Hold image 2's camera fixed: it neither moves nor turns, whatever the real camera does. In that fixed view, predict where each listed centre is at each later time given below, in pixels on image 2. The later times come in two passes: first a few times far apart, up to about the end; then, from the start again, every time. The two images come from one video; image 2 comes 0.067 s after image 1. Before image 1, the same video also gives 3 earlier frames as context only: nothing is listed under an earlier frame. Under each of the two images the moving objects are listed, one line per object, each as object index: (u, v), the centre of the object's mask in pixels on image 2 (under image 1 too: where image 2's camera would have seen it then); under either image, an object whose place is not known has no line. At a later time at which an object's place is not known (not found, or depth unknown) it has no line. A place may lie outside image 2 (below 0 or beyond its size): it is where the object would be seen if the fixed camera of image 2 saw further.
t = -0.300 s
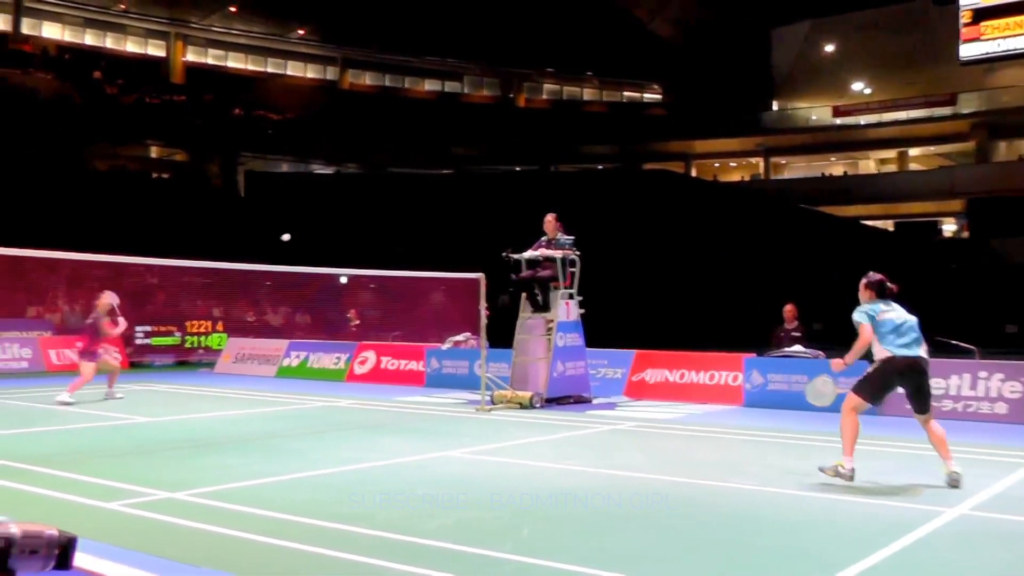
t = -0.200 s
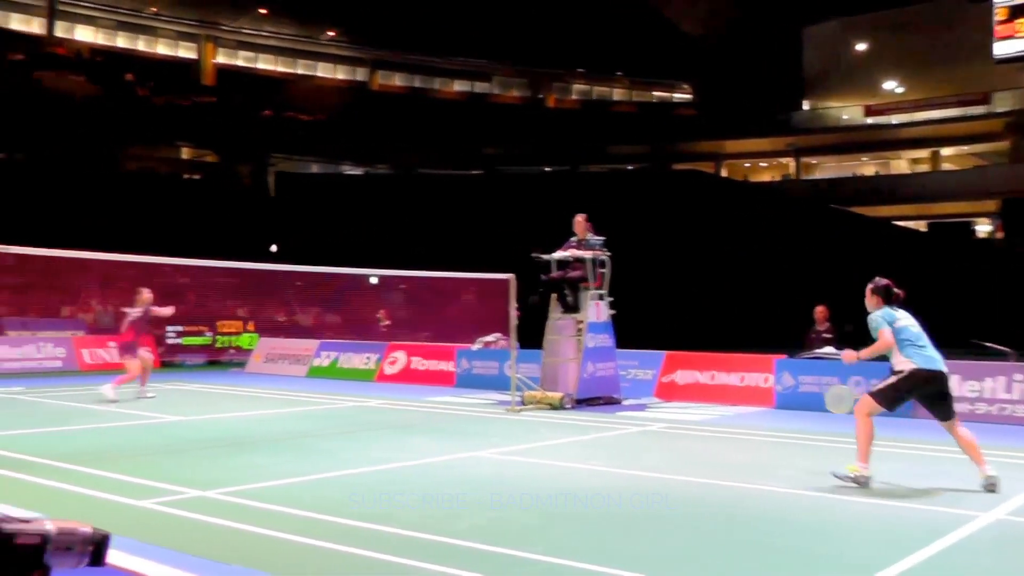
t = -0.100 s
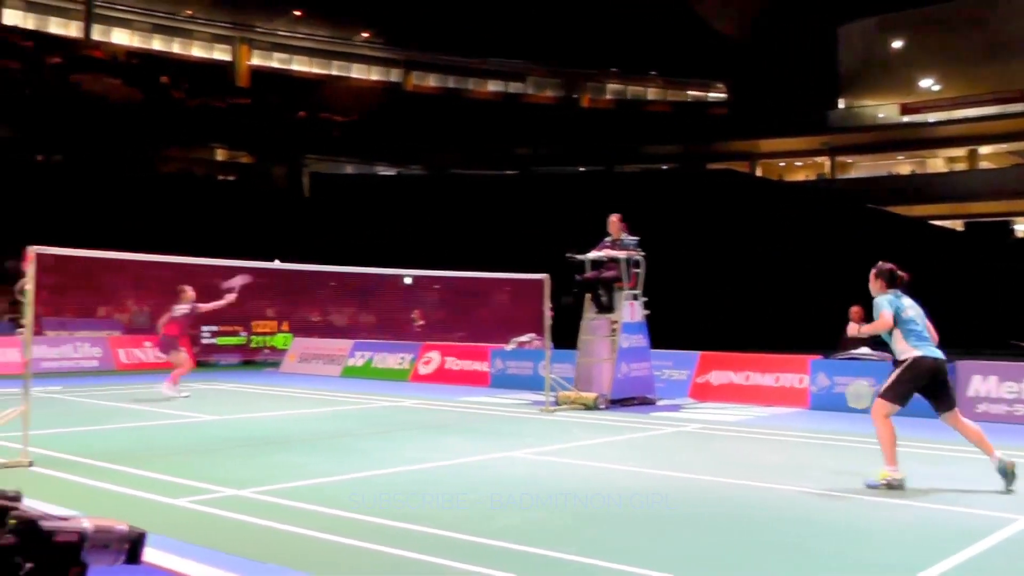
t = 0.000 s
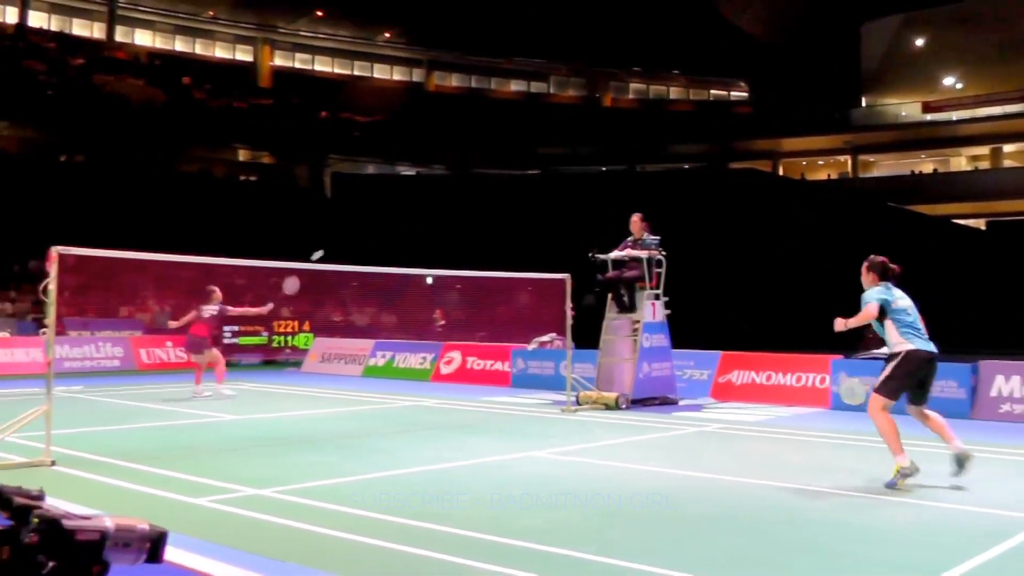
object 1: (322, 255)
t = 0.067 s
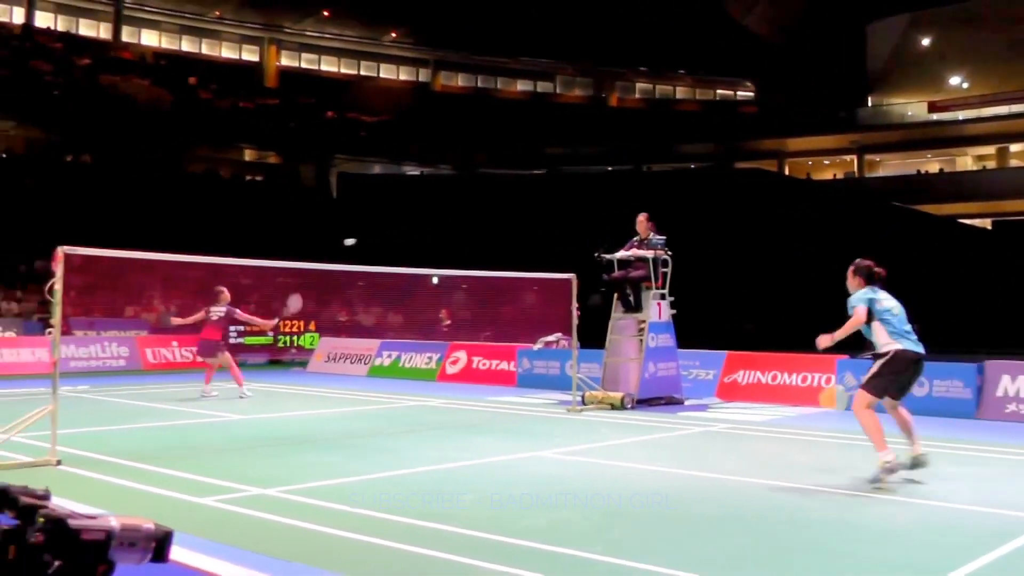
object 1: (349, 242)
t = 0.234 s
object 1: (412, 231)
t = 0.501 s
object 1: (492, 266)
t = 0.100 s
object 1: (364, 239)
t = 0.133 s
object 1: (377, 235)
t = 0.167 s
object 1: (389, 232)
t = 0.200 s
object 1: (401, 231)
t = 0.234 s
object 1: (412, 231)
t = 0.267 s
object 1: (422, 232)
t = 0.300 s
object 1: (433, 234)
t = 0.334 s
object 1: (443, 237)
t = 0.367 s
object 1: (453, 241)
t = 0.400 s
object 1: (464, 246)
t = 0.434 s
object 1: (473, 251)
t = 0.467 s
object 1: (483, 259)
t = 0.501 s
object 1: (492, 266)
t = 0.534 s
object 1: (502, 276)
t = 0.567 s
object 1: (511, 286)
